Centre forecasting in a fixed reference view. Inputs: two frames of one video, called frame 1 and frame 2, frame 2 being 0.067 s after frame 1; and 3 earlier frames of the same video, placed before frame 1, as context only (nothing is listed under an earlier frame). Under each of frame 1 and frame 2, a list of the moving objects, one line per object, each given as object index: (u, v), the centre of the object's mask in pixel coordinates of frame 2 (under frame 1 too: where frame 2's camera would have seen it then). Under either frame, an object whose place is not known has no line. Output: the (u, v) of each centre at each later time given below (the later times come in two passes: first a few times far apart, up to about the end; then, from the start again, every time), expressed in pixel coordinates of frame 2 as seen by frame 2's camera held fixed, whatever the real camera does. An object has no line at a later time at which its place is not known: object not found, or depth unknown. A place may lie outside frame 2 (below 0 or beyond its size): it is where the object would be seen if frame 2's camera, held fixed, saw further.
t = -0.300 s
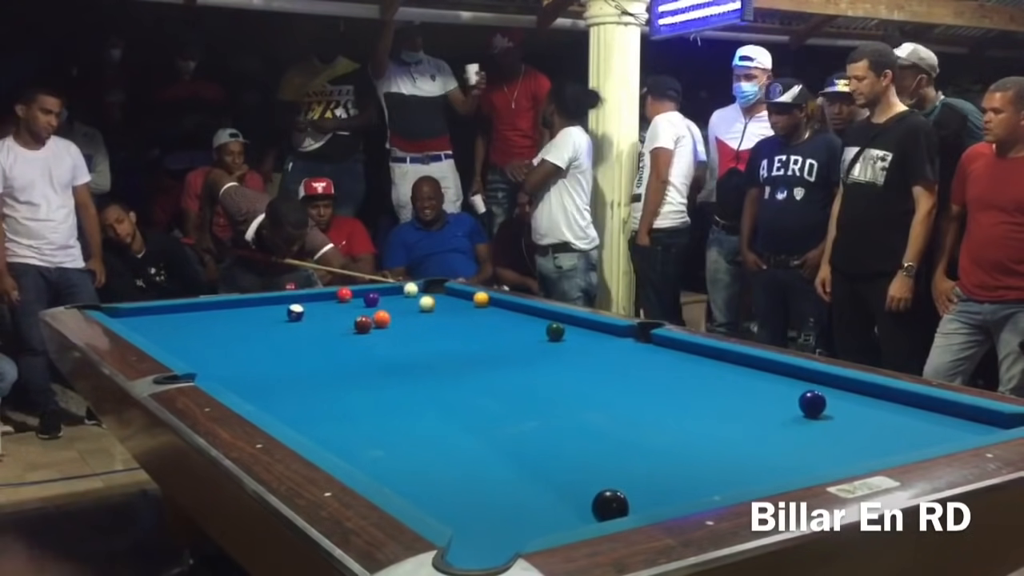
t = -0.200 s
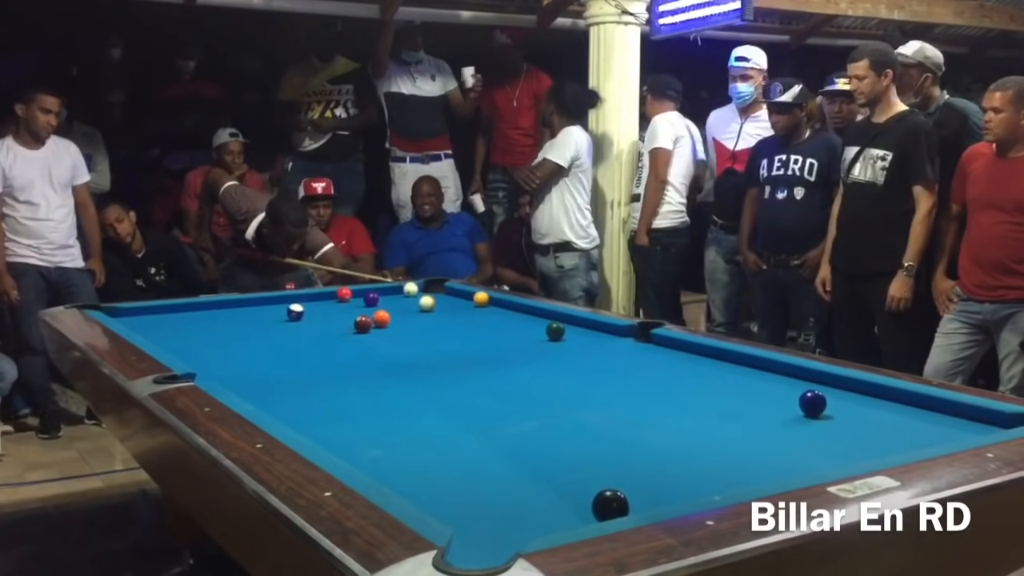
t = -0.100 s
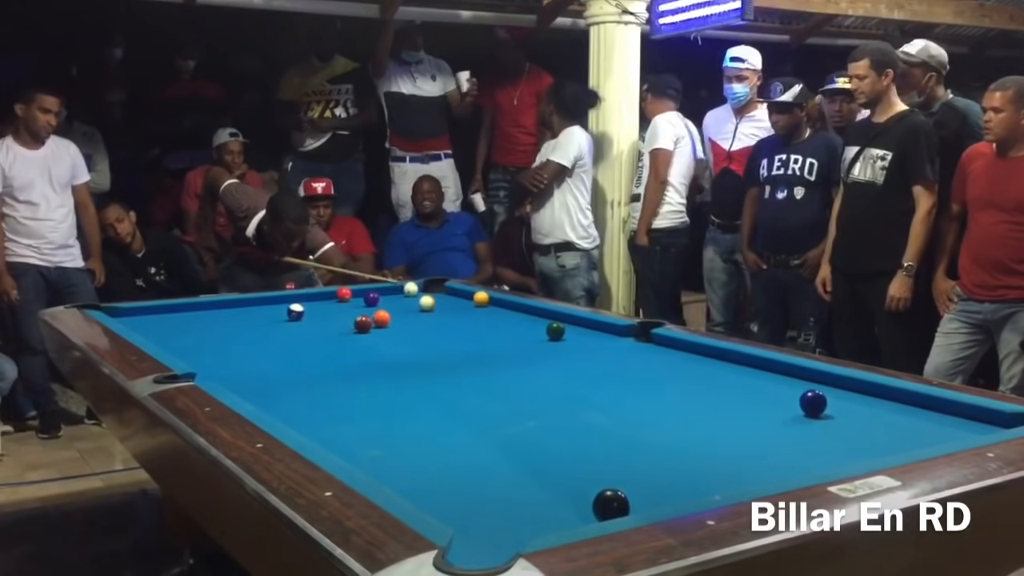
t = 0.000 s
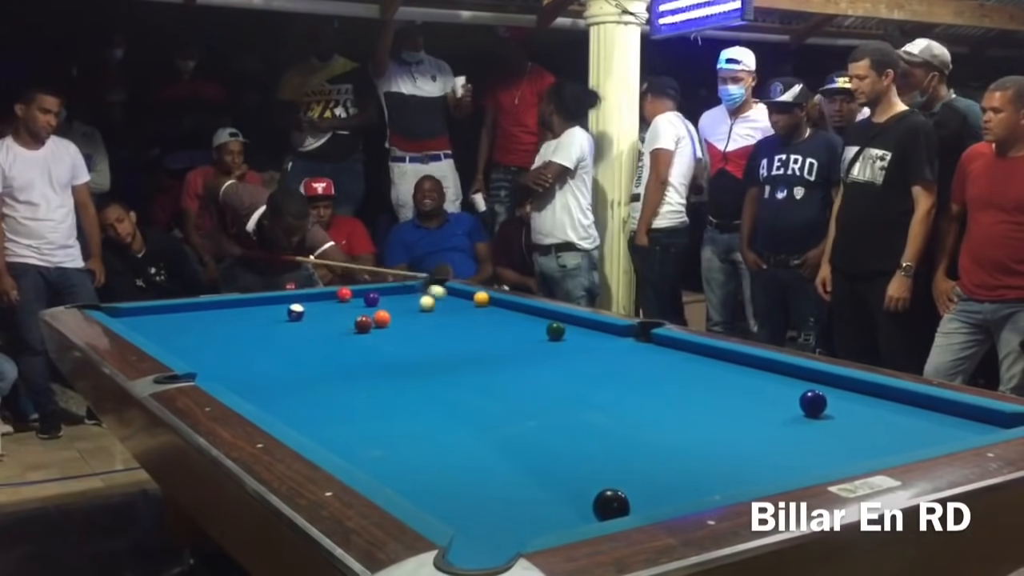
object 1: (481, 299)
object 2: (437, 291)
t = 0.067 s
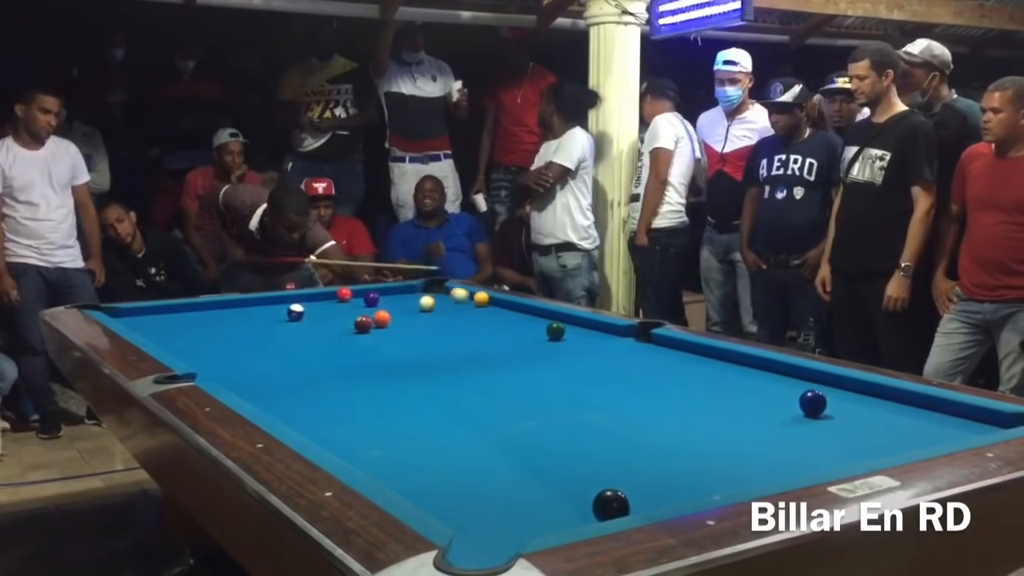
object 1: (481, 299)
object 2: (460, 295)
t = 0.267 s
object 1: (512, 306)
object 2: (467, 298)
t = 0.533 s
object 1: (560, 317)
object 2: (454, 303)
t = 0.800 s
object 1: (614, 330)
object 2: (442, 307)
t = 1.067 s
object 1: (675, 345)
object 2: (429, 311)
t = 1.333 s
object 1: (743, 362)
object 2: (417, 315)
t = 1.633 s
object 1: (834, 383)
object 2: (404, 319)
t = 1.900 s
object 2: (393, 323)
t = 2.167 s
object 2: (383, 326)
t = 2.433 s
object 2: (373, 329)
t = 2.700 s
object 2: (365, 332)
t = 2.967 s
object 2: (357, 335)
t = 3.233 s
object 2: (350, 336)
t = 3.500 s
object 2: (344, 338)
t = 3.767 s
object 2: (340, 339)
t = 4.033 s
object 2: (336, 340)
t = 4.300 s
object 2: (334, 340)
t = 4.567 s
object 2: (333, 340)
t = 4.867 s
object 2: (333, 341)
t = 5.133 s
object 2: (333, 340)
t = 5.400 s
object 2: (333, 340)
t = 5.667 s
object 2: (333, 340)
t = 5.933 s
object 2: (333, 340)
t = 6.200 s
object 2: (333, 340)
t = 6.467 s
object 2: (333, 340)
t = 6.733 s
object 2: (333, 340)
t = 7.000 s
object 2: (333, 340)
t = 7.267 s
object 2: (333, 340)
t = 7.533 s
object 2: (333, 340)
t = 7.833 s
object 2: (333, 340)
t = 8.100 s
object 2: (333, 340)
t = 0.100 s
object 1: (481, 299)
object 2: (469, 295)
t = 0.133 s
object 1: (487, 300)
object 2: (474, 296)
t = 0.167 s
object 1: (494, 302)
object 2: (472, 297)
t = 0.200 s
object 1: (501, 303)
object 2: (470, 297)
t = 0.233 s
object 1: (507, 305)
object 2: (468, 298)
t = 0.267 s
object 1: (512, 306)
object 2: (467, 298)
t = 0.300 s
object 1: (518, 307)
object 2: (465, 299)
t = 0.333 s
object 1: (523, 309)
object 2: (463, 300)
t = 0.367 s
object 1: (529, 310)
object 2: (462, 300)
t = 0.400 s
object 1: (536, 312)
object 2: (460, 301)
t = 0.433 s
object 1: (541, 313)
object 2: (459, 301)
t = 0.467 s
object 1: (547, 314)
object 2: (457, 302)
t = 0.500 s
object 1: (553, 315)
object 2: (456, 302)
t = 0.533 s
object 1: (560, 317)
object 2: (454, 303)
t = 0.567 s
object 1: (567, 319)
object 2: (453, 303)
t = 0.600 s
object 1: (573, 320)
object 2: (451, 304)
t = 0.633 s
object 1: (580, 322)
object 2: (450, 304)
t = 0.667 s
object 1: (586, 324)
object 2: (448, 305)
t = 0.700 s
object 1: (593, 325)
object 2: (446, 305)
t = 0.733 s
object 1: (600, 327)
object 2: (445, 306)
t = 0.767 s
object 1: (606, 329)
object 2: (443, 306)
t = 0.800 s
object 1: (614, 330)
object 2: (442, 307)
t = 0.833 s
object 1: (621, 332)
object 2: (440, 308)
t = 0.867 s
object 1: (628, 334)
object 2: (438, 308)
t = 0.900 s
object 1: (636, 335)
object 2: (437, 309)
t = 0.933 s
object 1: (643, 337)
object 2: (435, 309)
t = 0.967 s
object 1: (651, 340)
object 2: (433, 310)
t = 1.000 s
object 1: (658, 341)
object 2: (432, 310)
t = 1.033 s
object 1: (666, 343)
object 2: (430, 311)
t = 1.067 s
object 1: (675, 345)
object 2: (429, 311)
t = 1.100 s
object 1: (683, 347)
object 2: (427, 312)
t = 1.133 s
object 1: (691, 349)
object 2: (426, 312)
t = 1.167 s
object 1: (699, 351)
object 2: (424, 313)
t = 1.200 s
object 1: (708, 353)
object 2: (422, 313)
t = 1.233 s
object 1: (716, 355)
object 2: (421, 314)
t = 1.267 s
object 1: (725, 357)
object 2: (420, 314)
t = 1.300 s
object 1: (734, 359)
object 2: (418, 315)
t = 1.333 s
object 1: (743, 362)
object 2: (417, 315)
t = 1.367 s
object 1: (753, 364)
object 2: (415, 315)
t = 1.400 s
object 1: (762, 366)
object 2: (414, 316)
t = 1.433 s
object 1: (772, 369)
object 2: (413, 316)
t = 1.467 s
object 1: (781, 371)
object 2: (411, 317)
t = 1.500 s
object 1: (791, 373)
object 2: (410, 317)
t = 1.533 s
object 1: (801, 376)
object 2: (408, 318)
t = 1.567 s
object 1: (812, 378)
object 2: (407, 318)
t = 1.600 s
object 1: (823, 380)
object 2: (406, 319)
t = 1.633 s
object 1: (834, 383)
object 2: (404, 319)
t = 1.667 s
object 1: (844, 386)
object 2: (403, 320)
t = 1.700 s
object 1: (855, 389)
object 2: (402, 320)
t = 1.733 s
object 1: (867, 392)
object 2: (400, 320)
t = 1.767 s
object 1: (879, 395)
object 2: (399, 321)
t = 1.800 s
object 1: (891, 397)
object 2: (397, 321)
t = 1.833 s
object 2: (396, 322)
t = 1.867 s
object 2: (394, 322)
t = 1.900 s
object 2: (393, 323)
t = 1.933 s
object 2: (392, 323)
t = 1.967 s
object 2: (390, 324)
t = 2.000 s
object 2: (389, 324)
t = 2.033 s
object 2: (388, 324)
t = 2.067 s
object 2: (387, 325)
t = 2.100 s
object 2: (386, 325)
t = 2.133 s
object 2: (385, 326)
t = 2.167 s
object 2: (383, 326)
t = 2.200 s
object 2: (382, 326)
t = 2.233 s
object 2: (381, 327)
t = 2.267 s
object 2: (379, 327)
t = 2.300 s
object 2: (378, 328)
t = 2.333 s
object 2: (377, 328)
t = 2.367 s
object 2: (376, 328)
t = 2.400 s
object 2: (374, 329)
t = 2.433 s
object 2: (373, 329)
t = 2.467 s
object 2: (372, 329)
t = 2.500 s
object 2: (371, 330)
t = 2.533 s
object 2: (370, 330)
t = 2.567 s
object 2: (369, 331)
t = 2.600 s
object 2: (368, 331)
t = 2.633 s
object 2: (367, 331)
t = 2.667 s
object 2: (366, 332)
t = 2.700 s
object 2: (365, 332)
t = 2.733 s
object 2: (364, 332)
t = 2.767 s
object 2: (363, 332)
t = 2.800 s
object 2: (362, 333)
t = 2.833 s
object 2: (361, 333)
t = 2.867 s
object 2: (360, 333)
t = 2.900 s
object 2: (359, 334)
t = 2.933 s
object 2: (357, 334)
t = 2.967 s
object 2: (357, 335)
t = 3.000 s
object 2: (356, 335)
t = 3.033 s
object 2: (355, 335)
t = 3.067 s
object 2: (354, 335)
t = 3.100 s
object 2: (353, 335)
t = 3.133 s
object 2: (353, 335)
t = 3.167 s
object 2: (352, 336)
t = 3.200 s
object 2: (351, 336)
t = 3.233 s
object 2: (350, 336)
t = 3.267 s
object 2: (349, 336)
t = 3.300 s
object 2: (349, 337)
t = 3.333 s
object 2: (348, 337)
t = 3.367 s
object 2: (347, 337)
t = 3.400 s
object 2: (346, 337)
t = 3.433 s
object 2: (346, 338)
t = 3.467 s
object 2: (345, 337)
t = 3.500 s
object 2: (344, 338)
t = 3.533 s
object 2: (343, 338)
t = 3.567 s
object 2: (343, 338)
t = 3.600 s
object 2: (342, 338)
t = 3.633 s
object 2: (342, 339)
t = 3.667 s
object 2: (341, 339)
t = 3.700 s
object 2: (341, 339)
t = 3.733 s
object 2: (340, 339)
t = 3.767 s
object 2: (340, 339)
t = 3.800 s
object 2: (339, 339)
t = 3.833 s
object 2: (339, 339)
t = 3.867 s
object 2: (338, 339)
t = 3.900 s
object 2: (338, 339)
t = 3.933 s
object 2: (337, 339)
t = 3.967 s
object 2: (337, 340)
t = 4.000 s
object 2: (336, 340)
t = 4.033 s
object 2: (336, 340)
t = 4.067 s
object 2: (336, 340)
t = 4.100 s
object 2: (335, 340)
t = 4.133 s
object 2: (335, 340)
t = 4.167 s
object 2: (335, 340)
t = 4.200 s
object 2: (334, 340)
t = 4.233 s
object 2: (334, 340)
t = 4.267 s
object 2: (334, 340)
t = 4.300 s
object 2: (334, 340)
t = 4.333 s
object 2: (334, 340)
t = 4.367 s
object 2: (334, 340)
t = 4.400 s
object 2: (334, 340)
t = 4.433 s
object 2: (333, 340)
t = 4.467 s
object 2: (333, 341)
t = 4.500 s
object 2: (333, 341)
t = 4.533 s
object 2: (333, 341)
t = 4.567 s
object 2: (333, 340)
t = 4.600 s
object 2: (333, 341)
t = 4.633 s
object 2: (333, 340)
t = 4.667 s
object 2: (333, 340)
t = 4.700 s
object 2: (333, 340)
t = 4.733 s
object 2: (333, 340)
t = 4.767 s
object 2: (333, 340)
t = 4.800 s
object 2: (333, 341)
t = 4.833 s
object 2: (333, 340)
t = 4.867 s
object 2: (333, 341)
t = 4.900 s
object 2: (333, 341)
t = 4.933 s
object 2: (333, 341)
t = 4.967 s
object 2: (333, 341)
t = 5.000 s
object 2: (333, 340)
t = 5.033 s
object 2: (333, 340)
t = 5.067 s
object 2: (333, 340)
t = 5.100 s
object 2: (333, 340)
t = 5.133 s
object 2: (333, 340)
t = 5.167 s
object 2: (333, 340)
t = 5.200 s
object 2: (333, 340)
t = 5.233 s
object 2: (333, 340)
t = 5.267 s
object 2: (333, 340)
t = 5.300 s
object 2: (333, 340)
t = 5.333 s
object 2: (333, 340)
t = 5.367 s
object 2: (333, 340)
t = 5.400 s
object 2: (333, 340)
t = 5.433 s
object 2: (333, 341)
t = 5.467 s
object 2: (333, 341)
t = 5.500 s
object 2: (333, 340)
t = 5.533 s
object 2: (333, 340)
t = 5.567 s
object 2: (333, 341)
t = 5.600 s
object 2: (333, 340)
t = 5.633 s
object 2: (333, 340)
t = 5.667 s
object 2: (333, 340)
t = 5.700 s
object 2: (333, 340)
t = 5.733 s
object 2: (333, 340)
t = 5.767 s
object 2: (333, 340)
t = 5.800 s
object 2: (333, 340)
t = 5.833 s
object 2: (333, 340)
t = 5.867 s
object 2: (333, 340)
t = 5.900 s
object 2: (333, 340)
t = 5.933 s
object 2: (333, 340)
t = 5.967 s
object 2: (333, 340)
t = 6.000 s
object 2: (333, 340)
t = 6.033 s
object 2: (334, 340)
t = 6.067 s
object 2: (333, 340)
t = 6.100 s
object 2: (333, 340)
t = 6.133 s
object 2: (333, 340)
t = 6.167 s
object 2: (333, 340)
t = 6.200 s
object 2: (333, 340)
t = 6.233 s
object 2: (333, 340)
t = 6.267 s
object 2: (333, 340)
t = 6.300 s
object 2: (333, 340)
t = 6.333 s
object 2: (333, 340)
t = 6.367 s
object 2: (333, 340)
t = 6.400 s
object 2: (333, 340)
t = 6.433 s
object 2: (333, 340)
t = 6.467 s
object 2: (333, 340)
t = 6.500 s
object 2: (333, 340)
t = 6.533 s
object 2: (333, 340)
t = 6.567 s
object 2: (333, 340)
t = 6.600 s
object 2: (333, 340)
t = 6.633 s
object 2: (333, 341)
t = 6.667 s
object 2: (333, 340)
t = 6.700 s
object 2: (333, 340)
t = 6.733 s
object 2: (333, 340)
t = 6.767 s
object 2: (333, 340)
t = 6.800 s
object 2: (333, 340)
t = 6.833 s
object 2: (333, 340)
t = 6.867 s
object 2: (333, 340)
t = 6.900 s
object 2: (333, 340)
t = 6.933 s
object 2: (333, 340)
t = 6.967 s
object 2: (333, 340)
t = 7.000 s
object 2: (333, 340)
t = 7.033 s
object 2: (333, 340)
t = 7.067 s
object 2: (333, 340)
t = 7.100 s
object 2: (333, 340)
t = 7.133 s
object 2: (333, 340)
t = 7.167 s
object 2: (333, 340)
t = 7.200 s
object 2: (333, 340)
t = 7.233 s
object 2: (333, 340)
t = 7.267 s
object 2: (333, 340)
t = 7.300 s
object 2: (333, 340)
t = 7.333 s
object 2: (333, 340)
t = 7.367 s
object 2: (333, 340)
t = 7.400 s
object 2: (333, 340)
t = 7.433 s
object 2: (333, 340)
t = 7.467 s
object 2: (333, 340)
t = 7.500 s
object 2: (333, 340)
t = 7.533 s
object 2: (333, 340)
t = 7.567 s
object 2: (333, 340)
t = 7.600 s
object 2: (333, 340)
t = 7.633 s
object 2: (334, 340)
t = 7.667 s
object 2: (334, 340)
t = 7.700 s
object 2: (334, 340)
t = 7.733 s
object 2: (334, 340)
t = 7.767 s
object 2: (334, 340)
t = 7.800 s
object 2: (333, 340)
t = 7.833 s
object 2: (333, 340)
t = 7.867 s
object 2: (333, 340)
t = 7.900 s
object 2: (333, 340)
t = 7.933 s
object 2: (333, 340)
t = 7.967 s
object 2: (333, 340)
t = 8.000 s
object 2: (333, 340)
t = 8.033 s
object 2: (333, 340)
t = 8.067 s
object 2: (333, 340)
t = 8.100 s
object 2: (333, 340)
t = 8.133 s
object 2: (333, 341)
